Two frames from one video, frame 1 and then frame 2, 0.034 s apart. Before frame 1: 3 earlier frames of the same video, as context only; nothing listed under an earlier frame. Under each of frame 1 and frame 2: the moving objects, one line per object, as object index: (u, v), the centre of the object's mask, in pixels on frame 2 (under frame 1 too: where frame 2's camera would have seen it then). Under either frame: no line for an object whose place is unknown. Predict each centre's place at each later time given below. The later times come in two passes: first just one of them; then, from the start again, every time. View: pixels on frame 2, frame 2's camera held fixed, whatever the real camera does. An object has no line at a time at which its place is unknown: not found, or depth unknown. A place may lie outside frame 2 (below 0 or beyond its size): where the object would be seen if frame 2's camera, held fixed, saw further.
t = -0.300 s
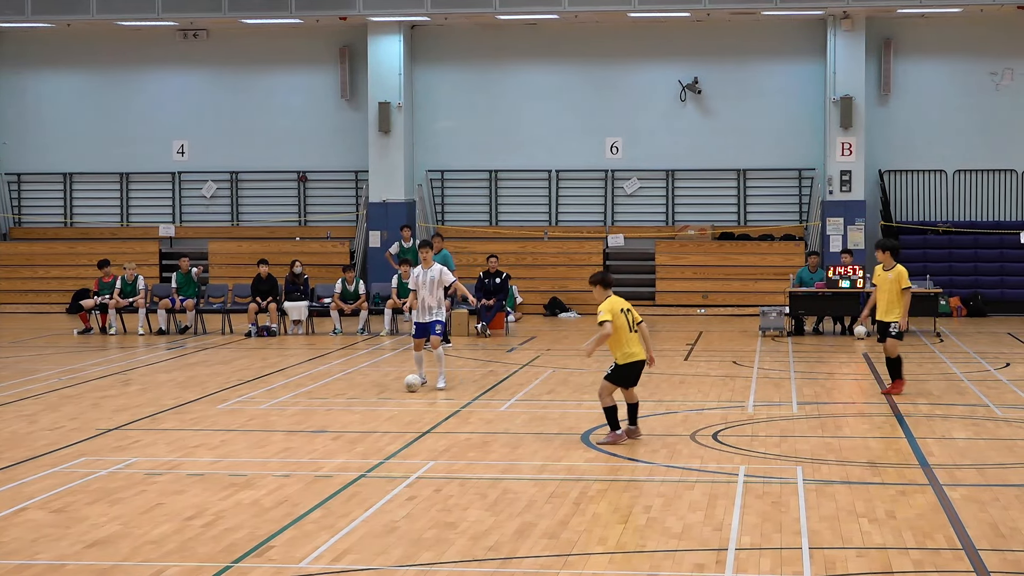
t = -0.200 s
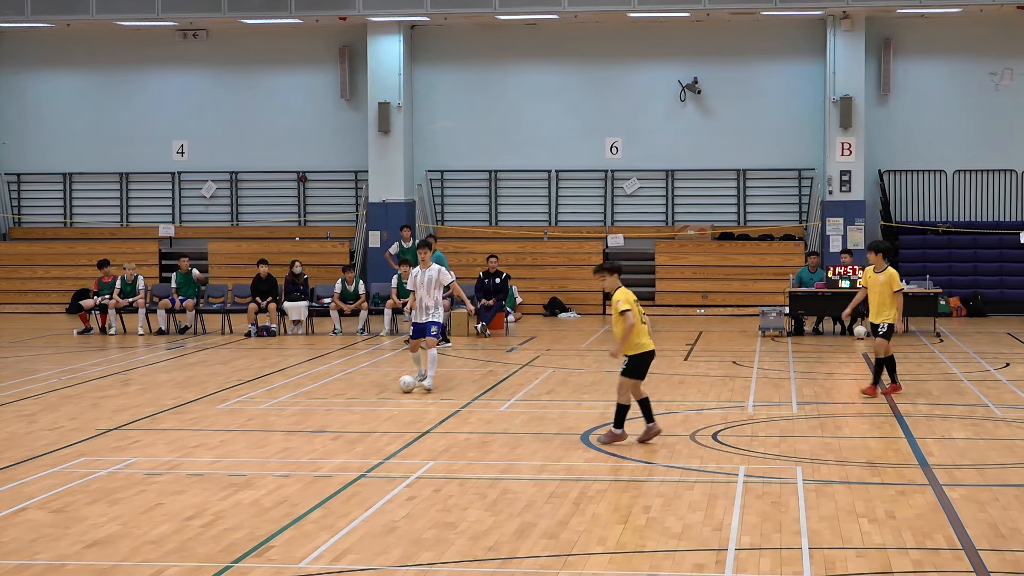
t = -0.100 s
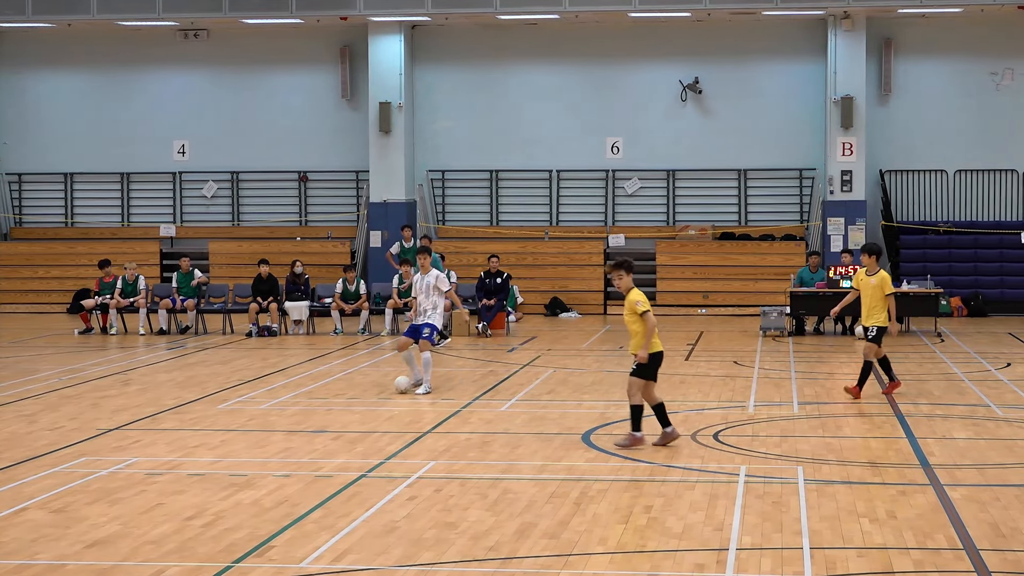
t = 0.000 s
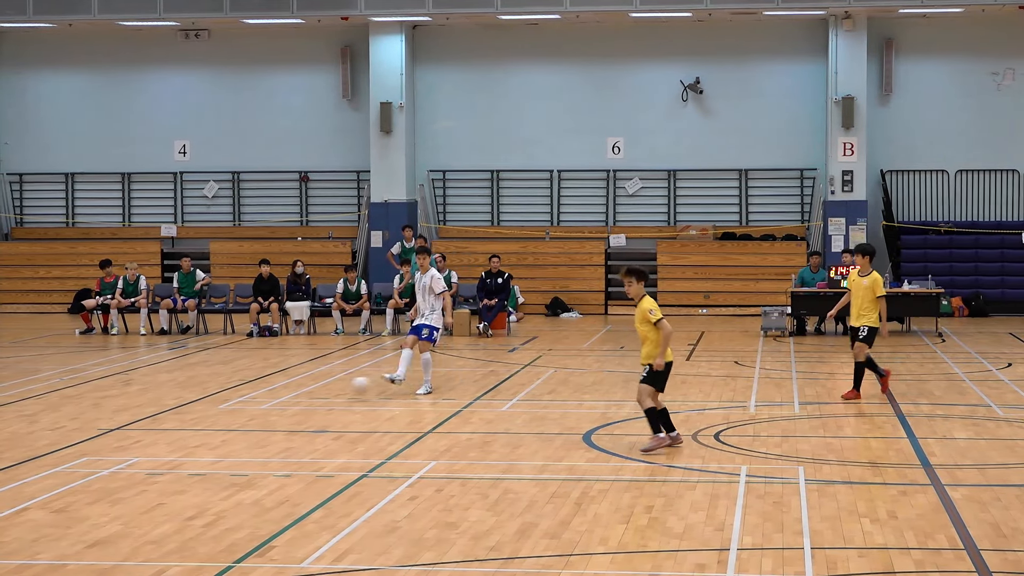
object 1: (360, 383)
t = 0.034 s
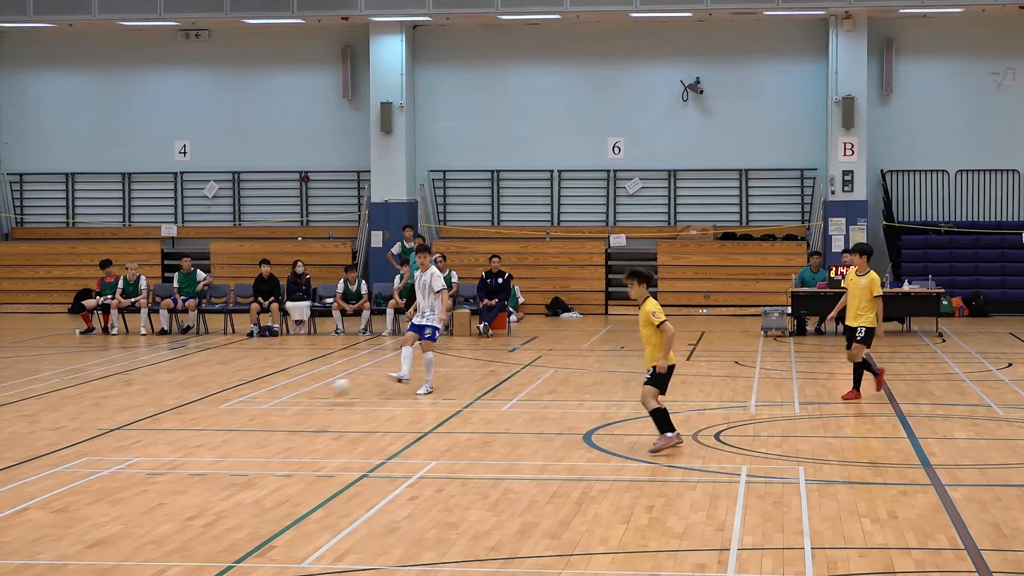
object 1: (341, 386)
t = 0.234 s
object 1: (214, 413)
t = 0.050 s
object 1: (332, 387)
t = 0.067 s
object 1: (323, 389)
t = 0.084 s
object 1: (311, 392)
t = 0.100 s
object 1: (300, 395)
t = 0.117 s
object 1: (289, 397)
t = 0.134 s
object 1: (278, 401)
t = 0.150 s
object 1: (268, 404)
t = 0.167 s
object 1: (256, 408)
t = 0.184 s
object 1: (245, 411)
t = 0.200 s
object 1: (235, 412)
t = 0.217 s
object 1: (225, 411)
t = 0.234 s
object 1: (214, 413)
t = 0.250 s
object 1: (203, 414)
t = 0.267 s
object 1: (193, 416)
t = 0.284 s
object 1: (182, 417)
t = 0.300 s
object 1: (171, 419)
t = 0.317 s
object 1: (161, 422)
